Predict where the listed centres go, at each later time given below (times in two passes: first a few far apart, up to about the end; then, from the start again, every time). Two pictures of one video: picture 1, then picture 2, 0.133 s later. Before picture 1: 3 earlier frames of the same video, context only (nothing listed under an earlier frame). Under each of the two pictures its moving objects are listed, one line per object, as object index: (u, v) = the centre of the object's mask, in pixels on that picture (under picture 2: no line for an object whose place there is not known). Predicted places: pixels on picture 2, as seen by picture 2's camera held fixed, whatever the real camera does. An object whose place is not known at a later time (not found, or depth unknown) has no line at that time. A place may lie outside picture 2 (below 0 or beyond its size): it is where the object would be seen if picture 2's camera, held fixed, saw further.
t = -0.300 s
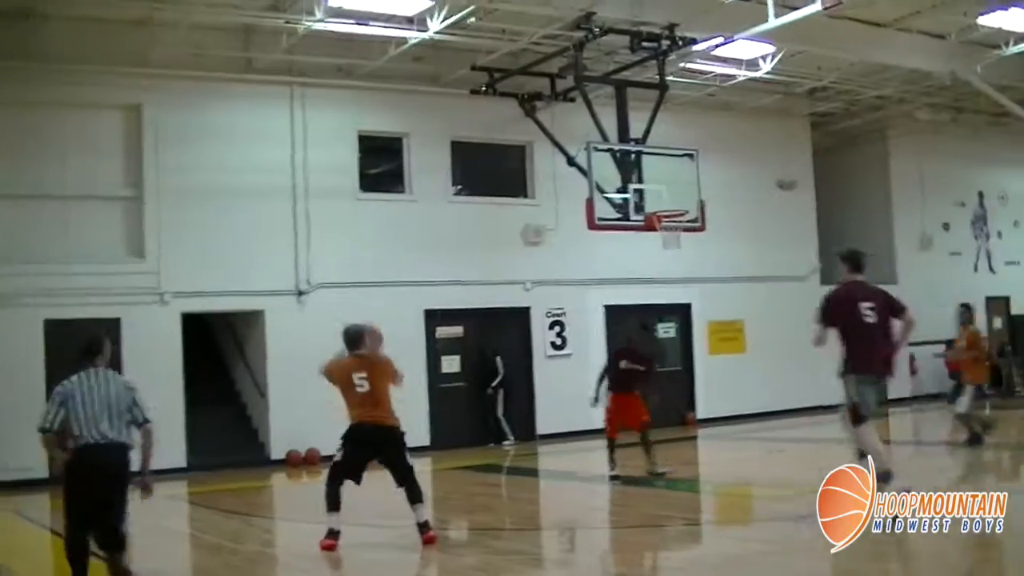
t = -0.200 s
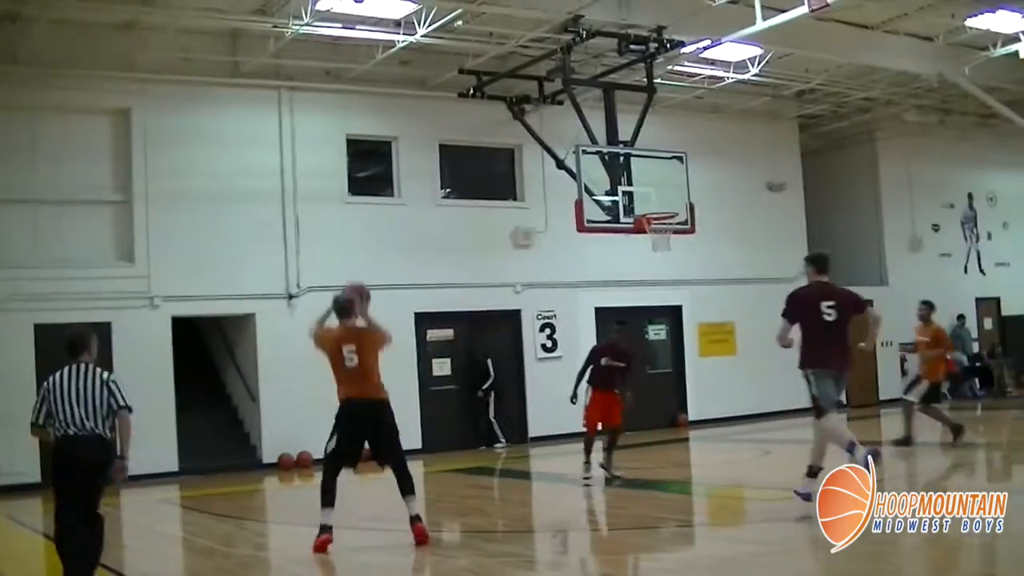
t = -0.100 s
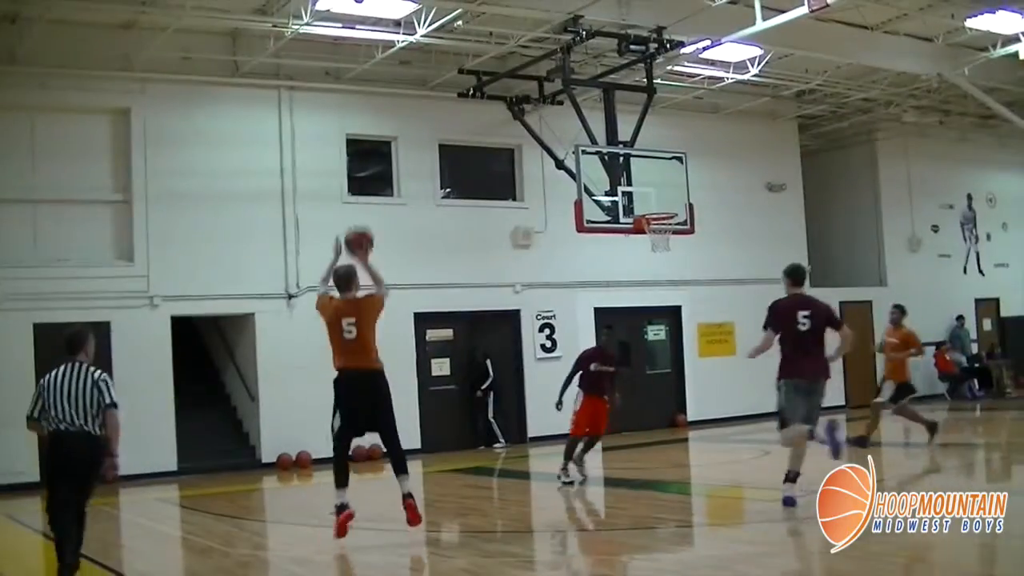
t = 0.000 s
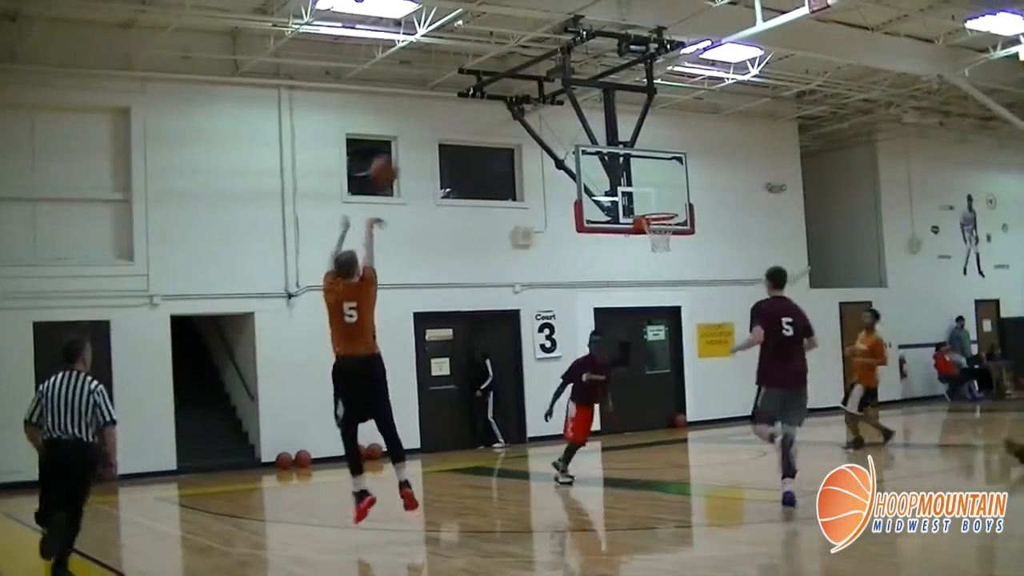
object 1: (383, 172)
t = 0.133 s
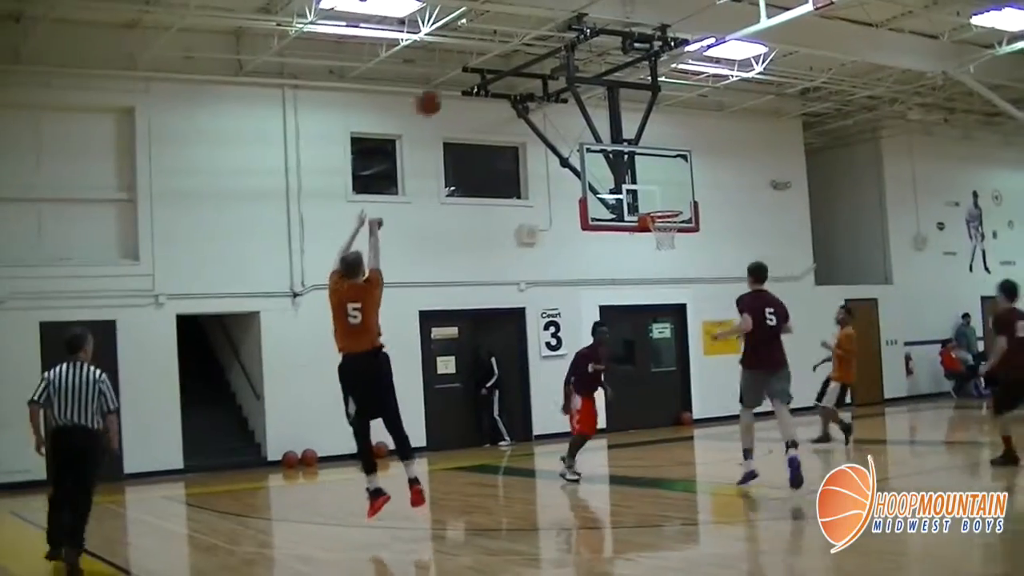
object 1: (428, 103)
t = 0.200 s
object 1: (445, 79)
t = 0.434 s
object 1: (504, 37)
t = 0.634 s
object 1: (548, 45)
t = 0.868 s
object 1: (594, 91)
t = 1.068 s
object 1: (630, 161)
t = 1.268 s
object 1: (675, 201)
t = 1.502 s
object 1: (718, 171)
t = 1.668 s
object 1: (749, 175)
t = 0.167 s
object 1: (437, 90)
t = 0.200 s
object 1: (445, 79)
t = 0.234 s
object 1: (455, 68)
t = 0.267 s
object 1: (464, 60)
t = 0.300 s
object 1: (471, 54)
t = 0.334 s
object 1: (480, 47)
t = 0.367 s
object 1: (488, 43)
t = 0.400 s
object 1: (496, 39)
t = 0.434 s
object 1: (504, 37)
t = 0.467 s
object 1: (511, 36)
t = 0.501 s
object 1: (518, 35)
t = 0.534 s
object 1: (525, 36)
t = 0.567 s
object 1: (533, 38)
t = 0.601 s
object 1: (540, 41)
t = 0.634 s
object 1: (548, 45)
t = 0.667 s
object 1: (553, 48)
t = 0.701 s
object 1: (560, 52)
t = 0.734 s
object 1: (567, 60)
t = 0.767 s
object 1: (575, 66)
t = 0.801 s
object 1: (580, 73)
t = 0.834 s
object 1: (587, 82)
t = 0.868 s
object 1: (594, 91)
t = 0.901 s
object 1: (600, 101)
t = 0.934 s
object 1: (606, 111)
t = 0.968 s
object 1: (612, 121)
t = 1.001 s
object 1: (618, 134)
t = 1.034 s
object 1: (623, 148)
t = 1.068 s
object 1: (630, 161)
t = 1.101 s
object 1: (635, 174)
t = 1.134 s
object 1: (643, 189)
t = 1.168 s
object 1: (647, 203)
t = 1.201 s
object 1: (656, 206)
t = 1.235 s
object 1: (667, 204)
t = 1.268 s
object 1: (675, 201)
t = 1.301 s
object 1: (681, 195)
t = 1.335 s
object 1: (687, 189)
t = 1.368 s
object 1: (693, 184)
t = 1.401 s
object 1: (699, 179)
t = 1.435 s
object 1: (706, 176)
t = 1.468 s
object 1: (712, 173)
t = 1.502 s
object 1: (718, 171)
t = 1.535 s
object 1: (724, 170)
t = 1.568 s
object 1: (730, 170)
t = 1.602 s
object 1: (737, 170)
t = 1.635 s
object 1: (743, 172)
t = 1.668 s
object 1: (749, 175)
